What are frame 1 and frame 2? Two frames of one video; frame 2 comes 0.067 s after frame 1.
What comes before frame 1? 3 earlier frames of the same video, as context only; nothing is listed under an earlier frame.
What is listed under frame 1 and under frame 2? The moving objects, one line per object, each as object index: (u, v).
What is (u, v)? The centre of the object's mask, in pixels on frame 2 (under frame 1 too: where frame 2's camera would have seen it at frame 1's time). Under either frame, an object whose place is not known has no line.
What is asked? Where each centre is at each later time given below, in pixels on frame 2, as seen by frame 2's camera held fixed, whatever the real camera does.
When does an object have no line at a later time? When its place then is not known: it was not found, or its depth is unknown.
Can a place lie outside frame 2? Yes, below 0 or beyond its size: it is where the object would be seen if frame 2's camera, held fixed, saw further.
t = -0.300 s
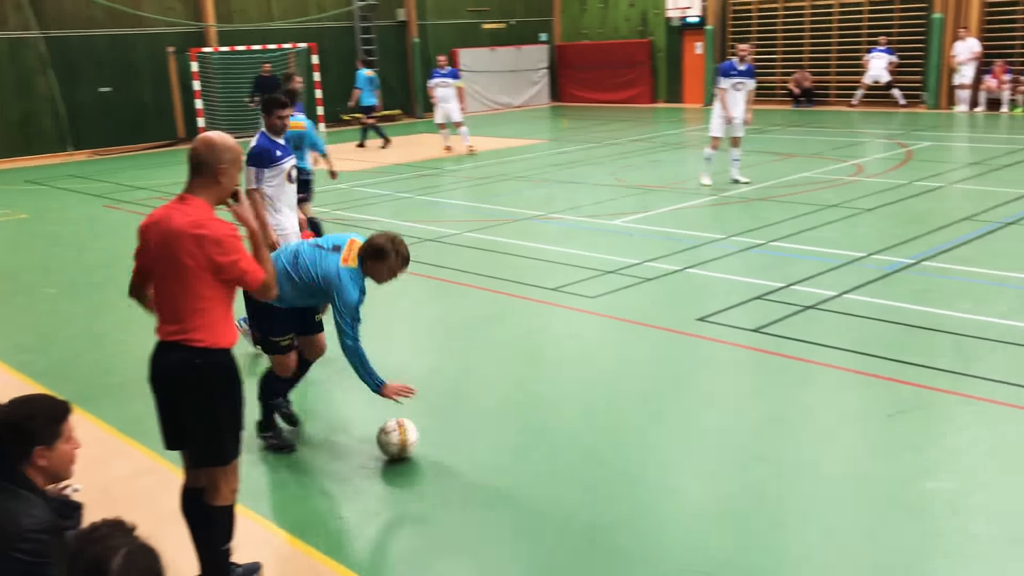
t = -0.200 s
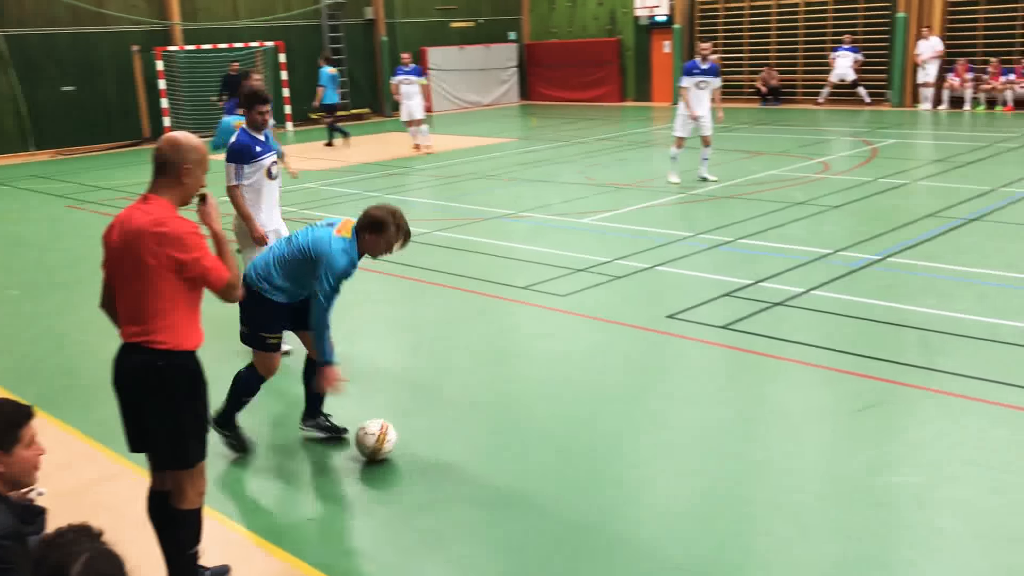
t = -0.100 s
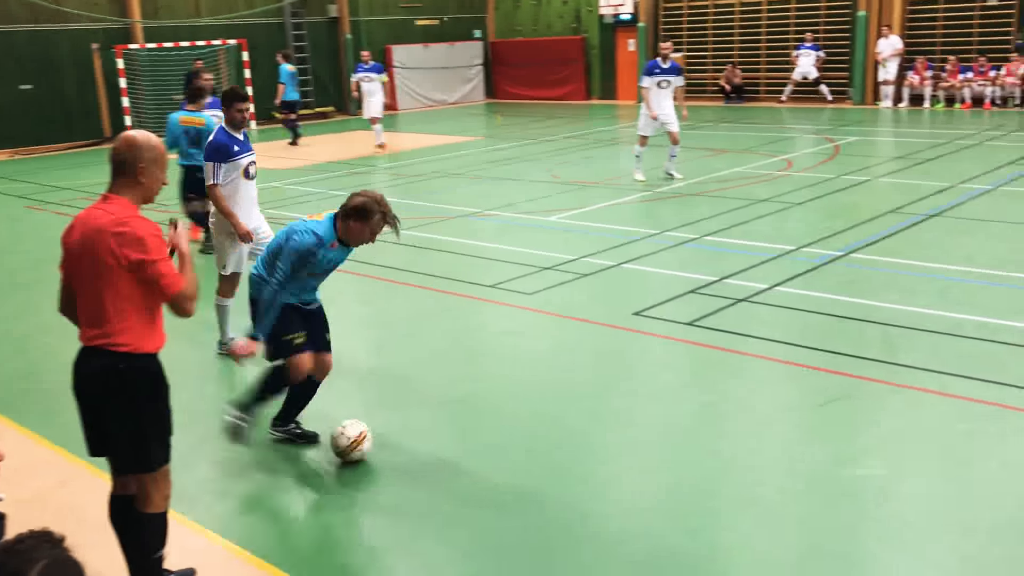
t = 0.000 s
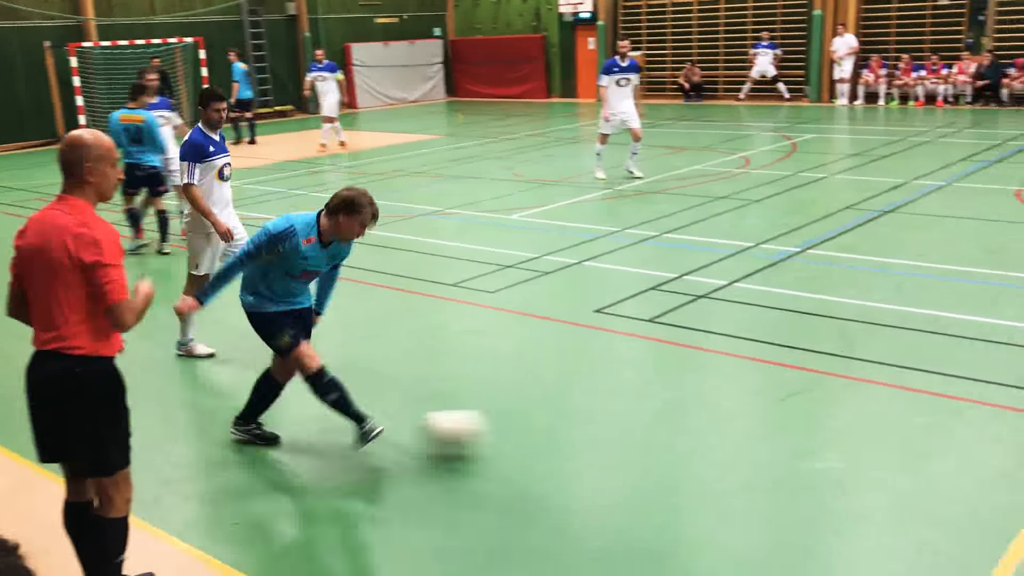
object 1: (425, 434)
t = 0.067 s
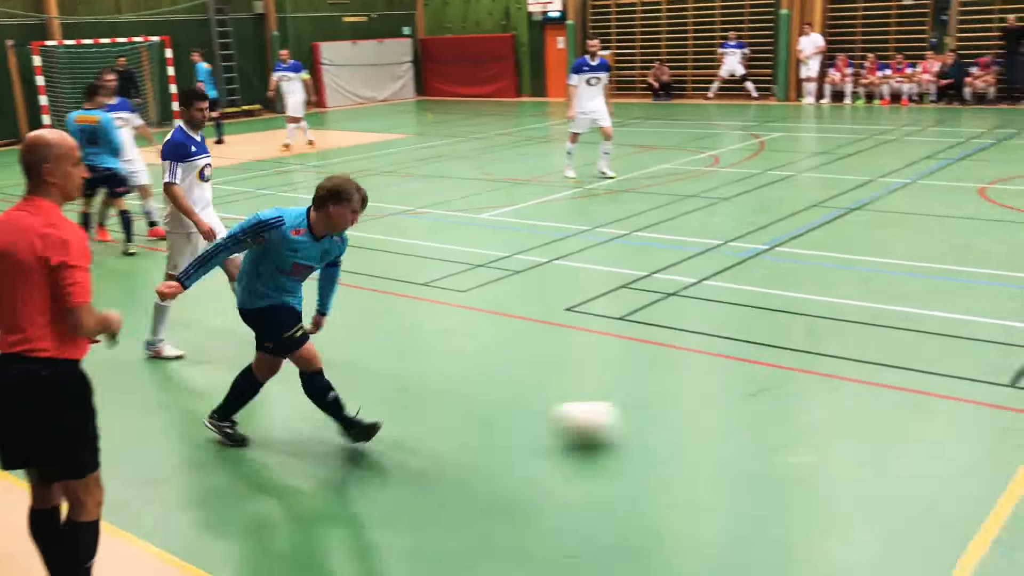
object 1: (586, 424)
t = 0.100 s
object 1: (661, 417)
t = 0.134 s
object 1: (732, 411)
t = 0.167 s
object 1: (803, 403)
